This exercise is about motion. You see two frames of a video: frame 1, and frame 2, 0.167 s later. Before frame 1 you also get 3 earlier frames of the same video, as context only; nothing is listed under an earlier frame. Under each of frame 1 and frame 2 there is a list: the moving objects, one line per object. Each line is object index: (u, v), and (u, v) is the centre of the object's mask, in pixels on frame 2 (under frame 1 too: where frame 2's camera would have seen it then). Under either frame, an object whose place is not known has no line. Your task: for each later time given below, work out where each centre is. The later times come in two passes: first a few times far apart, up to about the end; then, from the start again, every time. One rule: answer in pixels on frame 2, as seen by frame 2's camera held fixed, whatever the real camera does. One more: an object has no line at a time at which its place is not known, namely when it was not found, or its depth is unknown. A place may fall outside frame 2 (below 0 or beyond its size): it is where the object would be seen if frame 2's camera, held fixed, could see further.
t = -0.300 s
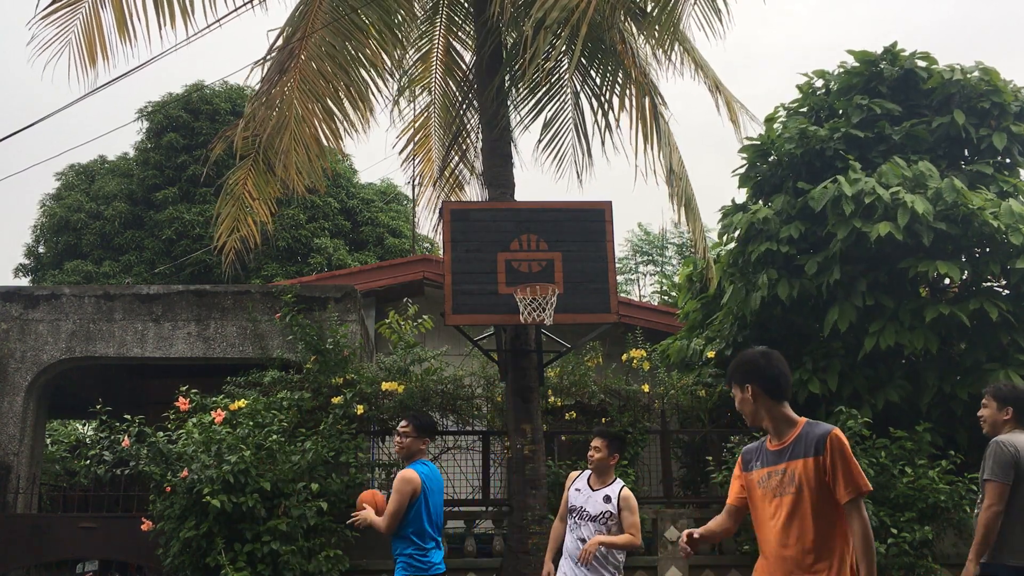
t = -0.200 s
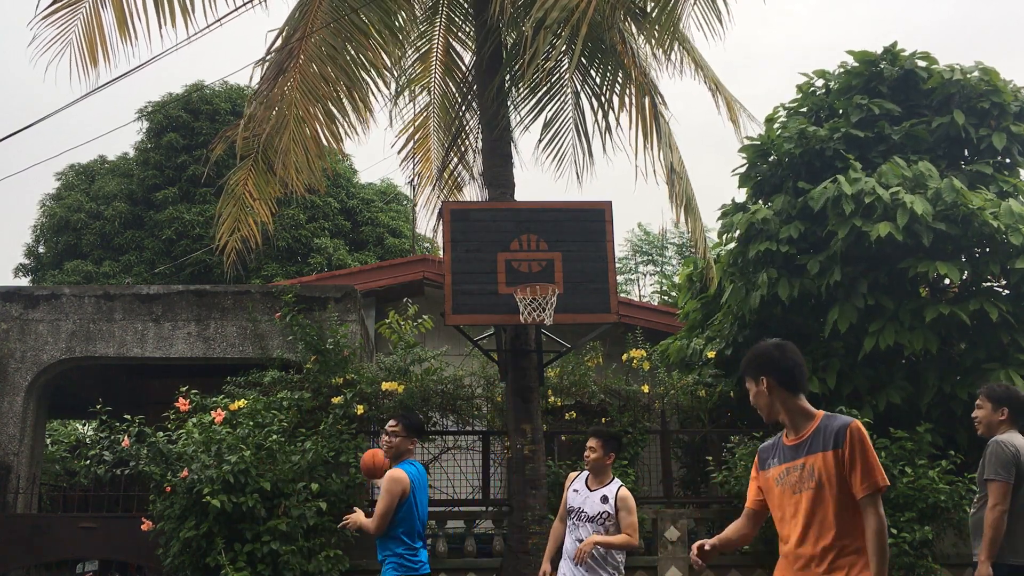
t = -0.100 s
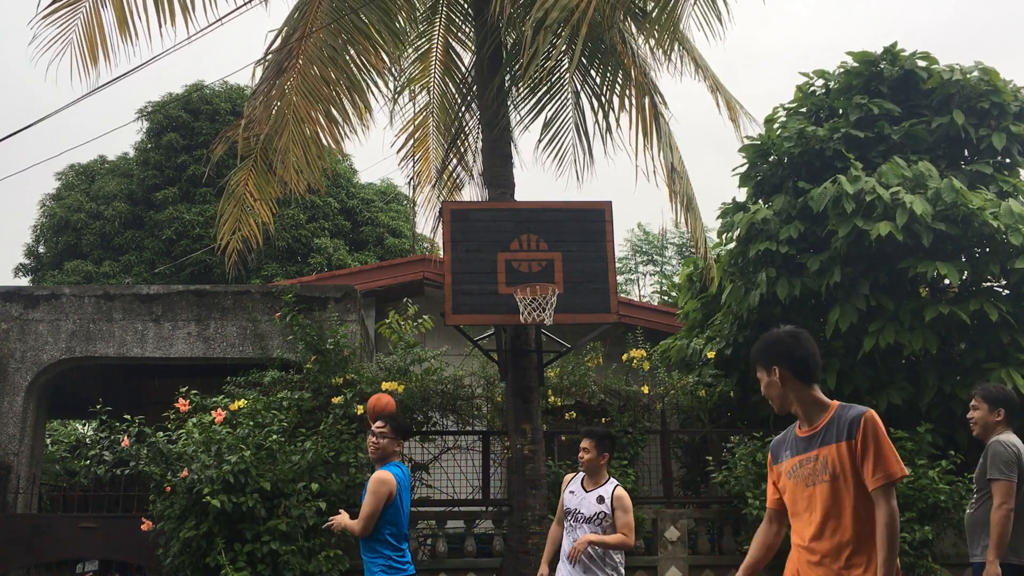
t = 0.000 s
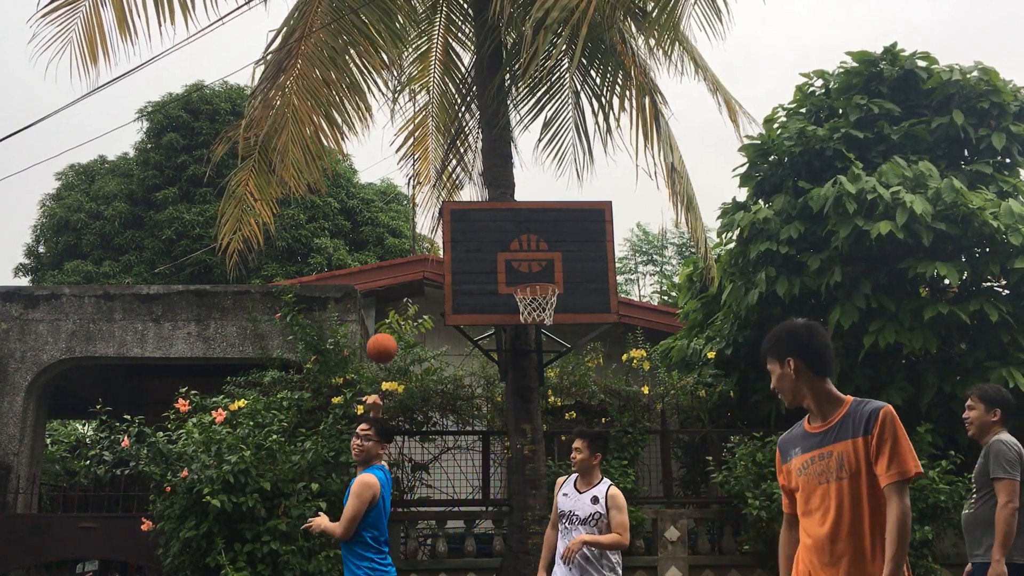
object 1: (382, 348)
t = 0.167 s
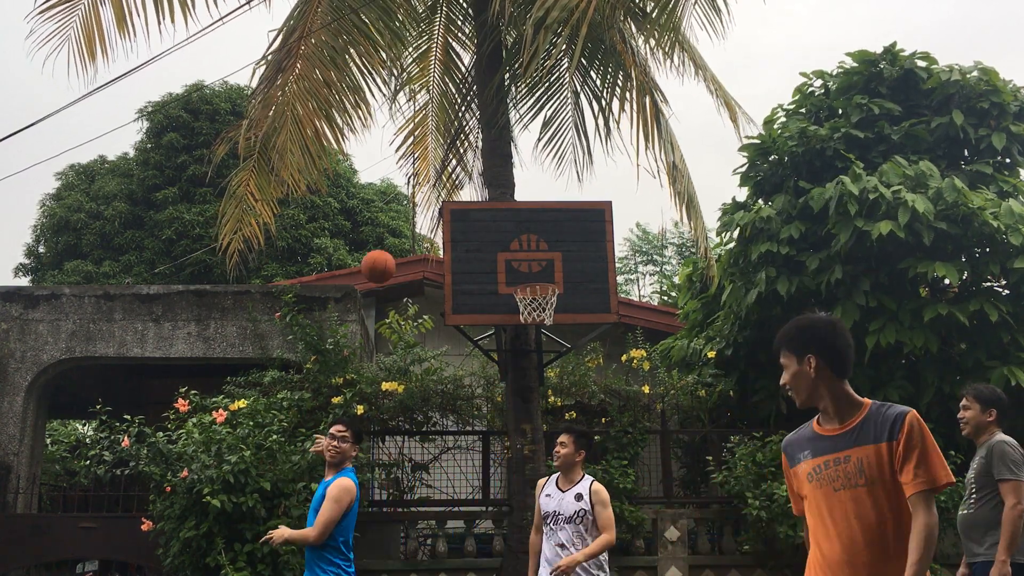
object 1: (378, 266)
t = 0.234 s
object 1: (376, 243)
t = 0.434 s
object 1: (368, 213)
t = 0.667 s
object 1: (348, 309)
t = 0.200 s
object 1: (377, 254)
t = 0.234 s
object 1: (376, 243)
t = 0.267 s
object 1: (375, 234)
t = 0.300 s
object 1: (373, 226)
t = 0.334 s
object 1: (372, 219)
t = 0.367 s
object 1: (371, 215)
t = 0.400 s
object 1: (369, 213)
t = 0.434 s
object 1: (368, 213)
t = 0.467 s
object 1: (366, 216)
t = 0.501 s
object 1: (363, 222)
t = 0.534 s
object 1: (361, 231)
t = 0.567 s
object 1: (358, 243)
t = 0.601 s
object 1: (355, 260)
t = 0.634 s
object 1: (352, 281)
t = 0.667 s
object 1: (348, 309)
